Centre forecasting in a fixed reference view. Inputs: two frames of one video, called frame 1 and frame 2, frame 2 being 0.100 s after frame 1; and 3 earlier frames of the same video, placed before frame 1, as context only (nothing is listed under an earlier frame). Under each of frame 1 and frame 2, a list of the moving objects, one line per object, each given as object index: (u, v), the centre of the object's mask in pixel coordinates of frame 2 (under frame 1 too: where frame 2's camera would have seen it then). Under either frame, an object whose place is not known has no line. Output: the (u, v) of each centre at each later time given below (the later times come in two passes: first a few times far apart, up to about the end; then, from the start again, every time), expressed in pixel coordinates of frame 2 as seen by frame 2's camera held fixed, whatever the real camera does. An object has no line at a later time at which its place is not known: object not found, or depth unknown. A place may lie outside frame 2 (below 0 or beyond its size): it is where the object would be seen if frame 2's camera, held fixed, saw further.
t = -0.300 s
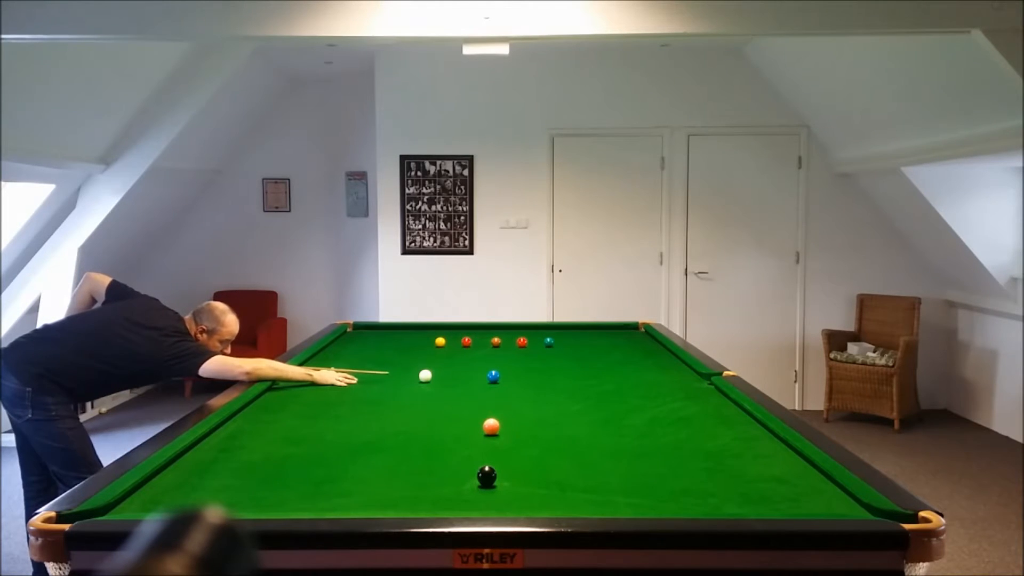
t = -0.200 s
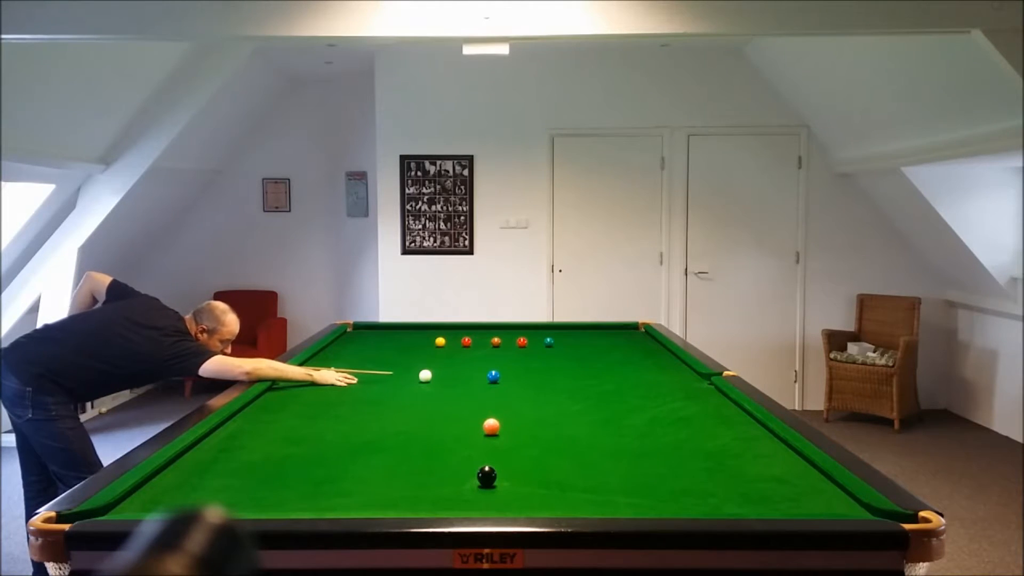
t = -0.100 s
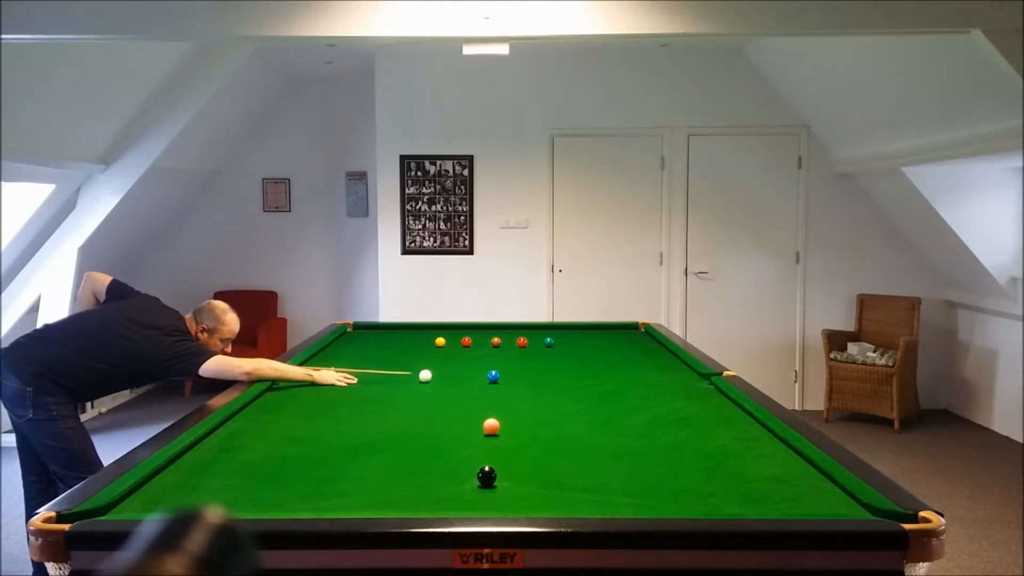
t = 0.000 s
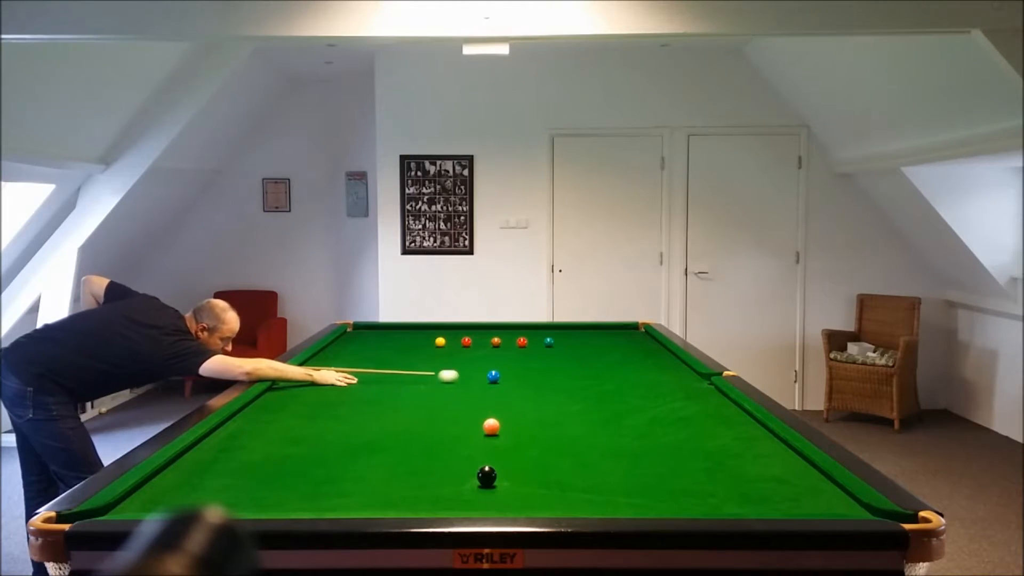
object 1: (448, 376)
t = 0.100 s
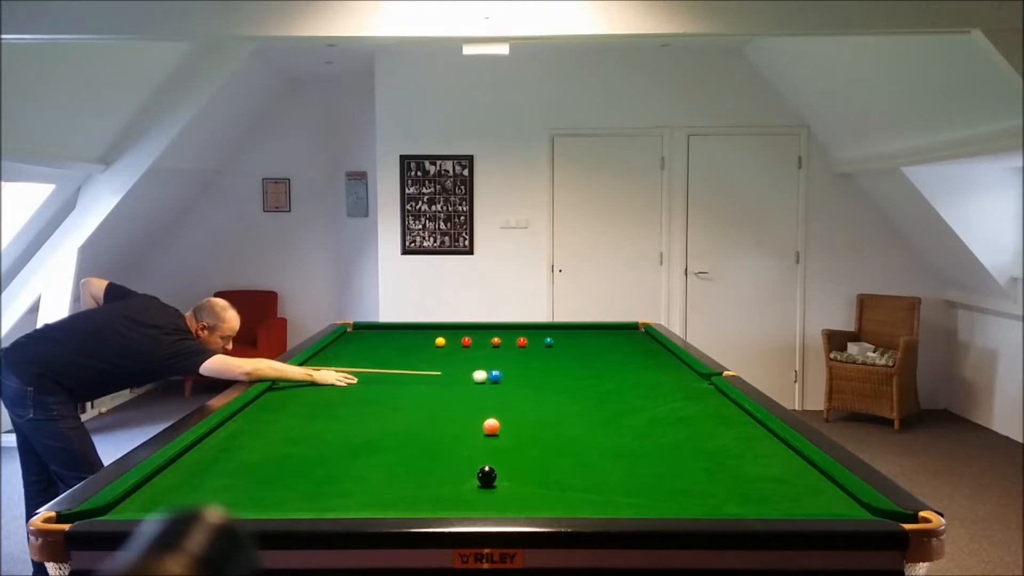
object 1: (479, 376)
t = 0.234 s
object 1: (487, 377)
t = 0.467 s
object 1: (505, 379)
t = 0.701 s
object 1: (523, 380)
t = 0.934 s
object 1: (540, 381)
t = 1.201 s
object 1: (558, 382)
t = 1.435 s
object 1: (572, 383)
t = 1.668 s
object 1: (585, 383)
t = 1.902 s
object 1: (597, 384)
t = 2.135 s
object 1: (607, 384)
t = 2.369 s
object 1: (615, 385)
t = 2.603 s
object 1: (621, 385)
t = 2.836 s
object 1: (626, 385)
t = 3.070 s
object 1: (630, 386)
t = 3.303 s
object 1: (632, 386)
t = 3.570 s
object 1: (632, 386)
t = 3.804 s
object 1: (632, 386)
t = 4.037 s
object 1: (632, 386)
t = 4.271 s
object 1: (632, 386)
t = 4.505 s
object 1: (632, 386)
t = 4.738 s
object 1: (632, 386)
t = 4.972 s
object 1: (632, 386)
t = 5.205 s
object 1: (632, 386)
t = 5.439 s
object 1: (632, 386)
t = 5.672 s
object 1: (632, 386)
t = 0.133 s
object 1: (481, 377)
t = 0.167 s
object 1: (482, 377)
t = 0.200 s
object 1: (484, 377)
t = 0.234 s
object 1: (487, 377)
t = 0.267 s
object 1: (489, 378)
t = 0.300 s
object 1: (492, 378)
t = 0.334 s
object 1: (495, 378)
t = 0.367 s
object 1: (498, 378)
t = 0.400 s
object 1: (500, 378)
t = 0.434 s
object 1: (503, 378)
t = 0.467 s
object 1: (505, 379)
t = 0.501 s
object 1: (508, 379)
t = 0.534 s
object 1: (511, 379)
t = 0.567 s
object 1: (513, 379)
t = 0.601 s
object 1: (516, 379)
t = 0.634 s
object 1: (518, 379)
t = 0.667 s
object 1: (521, 380)
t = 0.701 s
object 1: (523, 380)
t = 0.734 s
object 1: (526, 380)
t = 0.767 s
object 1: (528, 380)
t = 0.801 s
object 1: (531, 380)
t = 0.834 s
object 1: (533, 380)
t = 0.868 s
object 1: (535, 380)
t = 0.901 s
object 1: (538, 380)
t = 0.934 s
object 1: (540, 381)
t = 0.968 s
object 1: (542, 381)
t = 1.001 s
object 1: (545, 381)
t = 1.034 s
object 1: (547, 381)
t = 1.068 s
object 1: (549, 381)
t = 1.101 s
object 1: (551, 381)
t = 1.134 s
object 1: (553, 382)
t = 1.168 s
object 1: (556, 382)
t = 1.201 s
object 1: (558, 382)
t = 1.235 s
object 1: (560, 382)
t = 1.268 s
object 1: (562, 382)
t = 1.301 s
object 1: (564, 382)
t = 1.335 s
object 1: (566, 382)
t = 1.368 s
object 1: (568, 382)
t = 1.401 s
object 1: (570, 383)
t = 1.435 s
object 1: (572, 383)
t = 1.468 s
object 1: (574, 383)
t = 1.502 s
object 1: (576, 383)
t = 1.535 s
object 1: (578, 383)
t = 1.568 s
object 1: (580, 383)
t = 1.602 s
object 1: (581, 383)
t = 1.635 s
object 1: (583, 383)
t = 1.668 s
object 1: (585, 383)
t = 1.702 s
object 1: (587, 383)
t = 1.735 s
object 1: (588, 383)
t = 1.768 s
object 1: (590, 383)
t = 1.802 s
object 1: (592, 384)
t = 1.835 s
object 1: (593, 384)
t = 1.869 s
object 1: (595, 384)
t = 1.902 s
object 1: (597, 384)
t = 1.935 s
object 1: (598, 384)
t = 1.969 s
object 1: (600, 384)
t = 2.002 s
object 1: (601, 384)
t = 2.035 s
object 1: (602, 384)
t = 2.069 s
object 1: (604, 384)
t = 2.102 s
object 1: (605, 384)
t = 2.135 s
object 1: (607, 384)
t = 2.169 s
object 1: (608, 384)
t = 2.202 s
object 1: (609, 385)
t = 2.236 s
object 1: (610, 385)
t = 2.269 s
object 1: (611, 385)
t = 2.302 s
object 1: (613, 385)
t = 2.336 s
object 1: (614, 385)
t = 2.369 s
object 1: (615, 385)
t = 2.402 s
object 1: (616, 385)
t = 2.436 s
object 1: (617, 385)
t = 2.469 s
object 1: (618, 385)
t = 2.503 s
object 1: (619, 385)
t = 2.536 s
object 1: (620, 385)
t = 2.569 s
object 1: (621, 385)
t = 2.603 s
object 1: (621, 385)
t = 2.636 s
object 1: (622, 385)
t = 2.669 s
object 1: (623, 385)
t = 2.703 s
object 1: (624, 385)
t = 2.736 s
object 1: (625, 385)
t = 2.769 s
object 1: (625, 385)
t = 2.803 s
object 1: (626, 385)
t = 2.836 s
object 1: (626, 385)
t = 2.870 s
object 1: (627, 386)
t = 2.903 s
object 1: (628, 386)
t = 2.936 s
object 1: (628, 386)
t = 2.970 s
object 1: (629, 386)
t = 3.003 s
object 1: (629, 386)
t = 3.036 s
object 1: (630, 386)
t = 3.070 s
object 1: (630, 386)
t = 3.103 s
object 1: (630, 386)
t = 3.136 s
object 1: (631, 386)
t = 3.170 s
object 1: (631, 386)
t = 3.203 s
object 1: (631, 386)
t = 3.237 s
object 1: (631, 386)
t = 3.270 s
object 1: (632, 386)
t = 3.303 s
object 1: (632, 386)
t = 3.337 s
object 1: (632, 386)
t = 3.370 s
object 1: (632, 386)
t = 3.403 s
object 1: (632, 386)
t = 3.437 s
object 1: (632, 386)
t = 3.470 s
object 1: (632, 386)
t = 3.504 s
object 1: (632, 386)
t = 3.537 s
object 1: (632, 386)
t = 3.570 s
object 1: (632, 386)
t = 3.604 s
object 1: (632, 386)
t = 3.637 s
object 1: (632, 386)
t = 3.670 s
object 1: (632, 386)
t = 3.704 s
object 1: (632, 386)
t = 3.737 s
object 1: (632, 386)
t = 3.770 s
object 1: (632, 386)
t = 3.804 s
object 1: (632, 386)
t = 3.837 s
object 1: (632, 386)
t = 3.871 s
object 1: (632, 386)
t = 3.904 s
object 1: (632, 386)
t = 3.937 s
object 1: (632, 386)
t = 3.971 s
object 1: (632, 386)
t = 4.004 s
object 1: (632, 386)
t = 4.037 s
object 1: (632, 386)
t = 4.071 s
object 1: (632, 386)
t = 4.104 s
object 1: (632, 386)
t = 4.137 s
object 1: (632, 386)
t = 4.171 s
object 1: (632, 386)
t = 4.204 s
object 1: (632, 386)
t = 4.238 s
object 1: (632, 386)
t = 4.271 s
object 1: (632, 386)
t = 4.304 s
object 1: (632, 386)
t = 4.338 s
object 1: (632, 386)
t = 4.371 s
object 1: (632, 386)
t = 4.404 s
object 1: (632, 386)
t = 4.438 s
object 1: (632, 386)
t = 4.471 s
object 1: (632, 386)
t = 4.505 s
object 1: (632, 386)
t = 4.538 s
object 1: (632, 386)
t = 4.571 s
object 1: (632, 386)
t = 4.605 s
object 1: (632, 386)
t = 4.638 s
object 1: (632, 386)
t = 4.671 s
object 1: (632, 386)
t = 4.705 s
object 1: (632, 386)
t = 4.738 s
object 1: (632, 386)
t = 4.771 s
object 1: (632, 386)
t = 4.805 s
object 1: (632, 386)
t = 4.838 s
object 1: (632, 386)
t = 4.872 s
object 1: (632, 386)
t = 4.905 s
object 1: (632, 386)
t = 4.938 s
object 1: (632, 386)
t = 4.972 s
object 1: (632, 386)
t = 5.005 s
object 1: (632, 386)
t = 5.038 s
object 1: (632, 386)
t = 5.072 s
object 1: (632, 386)
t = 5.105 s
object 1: (632, 386)
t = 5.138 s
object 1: (632, 386)
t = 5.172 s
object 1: (632, 386)
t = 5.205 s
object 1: (632, 386)
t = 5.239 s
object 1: (632, 386)
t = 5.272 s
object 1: (632, 386)
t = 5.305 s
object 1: (632, 386)
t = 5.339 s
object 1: (632, 386)
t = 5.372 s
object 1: (632, 386)
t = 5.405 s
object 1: (632, 386)
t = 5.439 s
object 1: (632, 386)
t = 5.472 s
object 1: (632, 386)
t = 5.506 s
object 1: (632, 386)
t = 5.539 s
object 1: (632, 386)
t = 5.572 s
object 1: (632, 386)
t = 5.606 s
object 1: (632, 386)
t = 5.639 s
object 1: (632, 386)
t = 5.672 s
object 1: (632, 386)
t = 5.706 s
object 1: (632, 386)
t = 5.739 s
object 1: (632, 386)
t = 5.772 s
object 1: (632, 386)
